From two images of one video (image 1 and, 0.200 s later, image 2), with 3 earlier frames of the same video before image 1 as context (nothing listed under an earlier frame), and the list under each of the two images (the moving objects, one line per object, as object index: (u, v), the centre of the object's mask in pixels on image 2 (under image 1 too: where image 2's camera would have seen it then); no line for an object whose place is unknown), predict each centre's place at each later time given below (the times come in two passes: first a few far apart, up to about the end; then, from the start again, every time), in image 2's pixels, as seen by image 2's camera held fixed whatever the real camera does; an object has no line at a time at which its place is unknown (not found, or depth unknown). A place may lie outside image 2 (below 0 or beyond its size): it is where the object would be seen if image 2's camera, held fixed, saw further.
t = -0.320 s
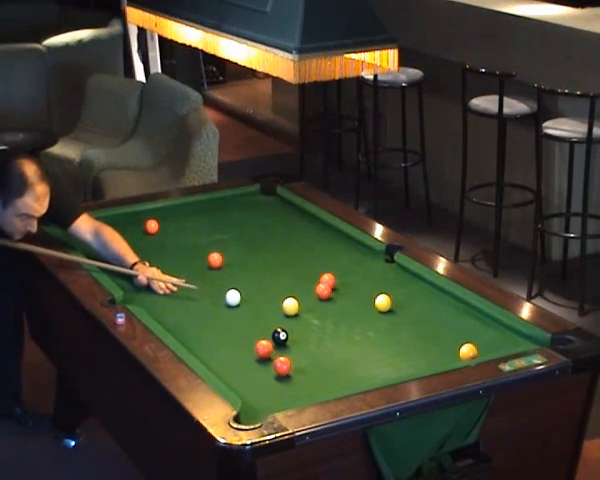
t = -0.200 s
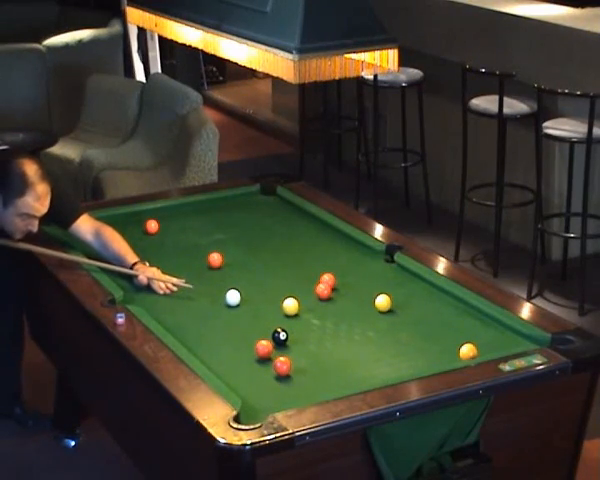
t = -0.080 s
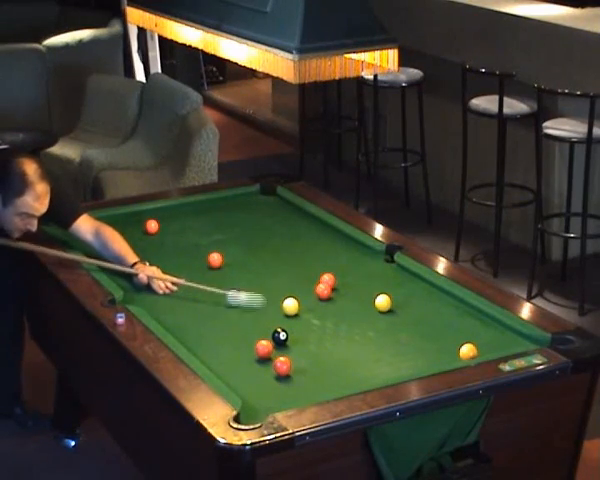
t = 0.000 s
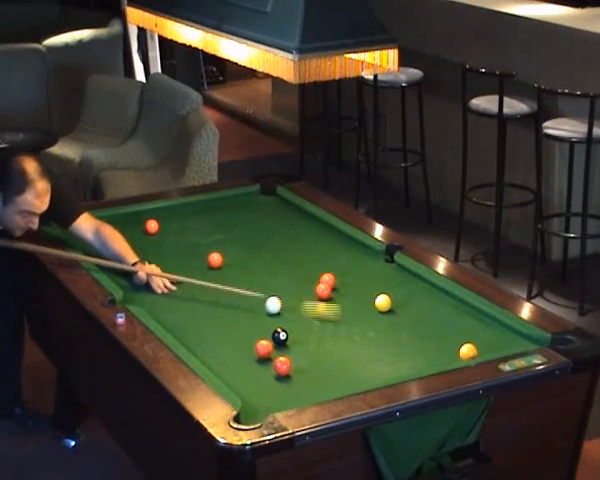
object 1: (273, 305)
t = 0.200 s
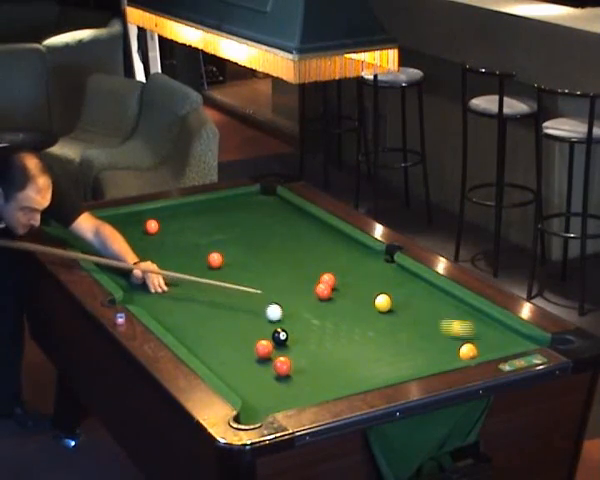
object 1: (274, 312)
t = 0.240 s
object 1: (278, 314)
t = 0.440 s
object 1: (299, 323)
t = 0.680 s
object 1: (323, 334)
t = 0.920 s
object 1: (348, 345)
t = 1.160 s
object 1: (372, 355)
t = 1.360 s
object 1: (392, 363)
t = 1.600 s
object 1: (414, 368)
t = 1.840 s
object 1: (408, 363)
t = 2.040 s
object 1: (403, 357)
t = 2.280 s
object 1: (398, 350)
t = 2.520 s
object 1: (393, 344)
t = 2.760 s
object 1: (389, 339)
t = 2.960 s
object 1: (386, 335)
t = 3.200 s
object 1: (384, 332)
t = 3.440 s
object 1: (381, 329)
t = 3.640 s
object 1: (380, 328)
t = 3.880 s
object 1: (378, 327)
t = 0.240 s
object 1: (278, 314)
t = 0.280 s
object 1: (282, 316)
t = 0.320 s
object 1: (286, 318)
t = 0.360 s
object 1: (290, 319)
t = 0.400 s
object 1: (294, 321)
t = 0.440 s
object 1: (299, 323)
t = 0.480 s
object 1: (303, 325)
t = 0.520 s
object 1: (307, 327)
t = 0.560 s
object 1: (311, 329)
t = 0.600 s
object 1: (315, 330)
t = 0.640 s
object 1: (319, 332)
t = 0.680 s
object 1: (323, 334)
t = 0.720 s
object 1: (328, 336)
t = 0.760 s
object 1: (332, 338)
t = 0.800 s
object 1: (336, 339)
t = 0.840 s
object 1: (340, 341)
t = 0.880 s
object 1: (344, 343)
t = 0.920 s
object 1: (348, 345)
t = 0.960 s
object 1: (352, 347)
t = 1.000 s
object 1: (356, 348)
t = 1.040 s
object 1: (360, 350)
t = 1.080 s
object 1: (364, 352)
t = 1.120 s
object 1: (368, 353)
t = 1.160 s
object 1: (372, 355)
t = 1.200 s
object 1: (376, 357)
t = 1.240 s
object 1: (380, 359)
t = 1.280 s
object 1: (384, 360)
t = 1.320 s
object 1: (388, 362)
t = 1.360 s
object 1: (392, 363)
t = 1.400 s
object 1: (396, 365)
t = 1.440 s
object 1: (400, 366)
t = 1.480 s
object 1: (404, 367)
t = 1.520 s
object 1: (408, 367)
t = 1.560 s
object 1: (412, 368)
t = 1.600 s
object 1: (414, 368)
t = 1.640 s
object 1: (413, 368)
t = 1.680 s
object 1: (412, 367)
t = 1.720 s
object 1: (411, 366)
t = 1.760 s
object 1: (410, 365)
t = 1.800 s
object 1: (409, 364)
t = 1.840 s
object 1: (408, 363)
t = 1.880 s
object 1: (407, 362)
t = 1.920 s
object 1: (406, 361)
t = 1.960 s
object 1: (405, 359)
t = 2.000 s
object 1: (404, 358)
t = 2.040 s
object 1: (403, 357)
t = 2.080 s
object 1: (402, 356)
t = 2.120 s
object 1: (401, 354)
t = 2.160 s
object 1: (400, 353)
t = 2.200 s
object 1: (399, 352)
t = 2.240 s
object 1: (398, 351)
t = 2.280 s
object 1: (398, 350)
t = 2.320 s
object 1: (397, 349)
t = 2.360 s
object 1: (396, 348)
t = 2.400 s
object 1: (395, 346)
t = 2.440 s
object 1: (394, 346)
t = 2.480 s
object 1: (394, 345)
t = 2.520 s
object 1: (393, 344)
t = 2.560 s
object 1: (392, 343)
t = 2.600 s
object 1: (391, 342)
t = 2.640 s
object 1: (391, 341)
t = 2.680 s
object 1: (390, 340)
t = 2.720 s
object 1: (389, 339)
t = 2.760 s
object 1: (389, 339)
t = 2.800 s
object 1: (388, 338)
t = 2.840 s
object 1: (388, 337)
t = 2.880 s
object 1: (387, 336)
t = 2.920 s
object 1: (387, 336)
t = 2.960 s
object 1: (386, 335)
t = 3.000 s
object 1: (386, 334)
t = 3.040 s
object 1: (385, 334)
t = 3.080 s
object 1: (385, 333)
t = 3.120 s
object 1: (384, 333)
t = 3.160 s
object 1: (384, 332)
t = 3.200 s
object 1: (384, 332)
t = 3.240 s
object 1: (383, 331)
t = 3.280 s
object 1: (383, 331)
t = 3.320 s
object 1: (382, 330)
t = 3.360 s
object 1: (382, 330)
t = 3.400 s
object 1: (382, 329)
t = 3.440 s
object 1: (381, 329)
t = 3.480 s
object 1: (381, 329)
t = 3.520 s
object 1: (381, 328)
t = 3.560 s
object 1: (380, 328)
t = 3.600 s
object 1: (380, 328)
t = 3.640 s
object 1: (380, 328)
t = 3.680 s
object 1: (379, 327)
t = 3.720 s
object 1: (379, 327)
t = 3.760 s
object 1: (379, 327)
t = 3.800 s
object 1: (379, 327)
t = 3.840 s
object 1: (379, 327)
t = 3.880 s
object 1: (378, 327)
